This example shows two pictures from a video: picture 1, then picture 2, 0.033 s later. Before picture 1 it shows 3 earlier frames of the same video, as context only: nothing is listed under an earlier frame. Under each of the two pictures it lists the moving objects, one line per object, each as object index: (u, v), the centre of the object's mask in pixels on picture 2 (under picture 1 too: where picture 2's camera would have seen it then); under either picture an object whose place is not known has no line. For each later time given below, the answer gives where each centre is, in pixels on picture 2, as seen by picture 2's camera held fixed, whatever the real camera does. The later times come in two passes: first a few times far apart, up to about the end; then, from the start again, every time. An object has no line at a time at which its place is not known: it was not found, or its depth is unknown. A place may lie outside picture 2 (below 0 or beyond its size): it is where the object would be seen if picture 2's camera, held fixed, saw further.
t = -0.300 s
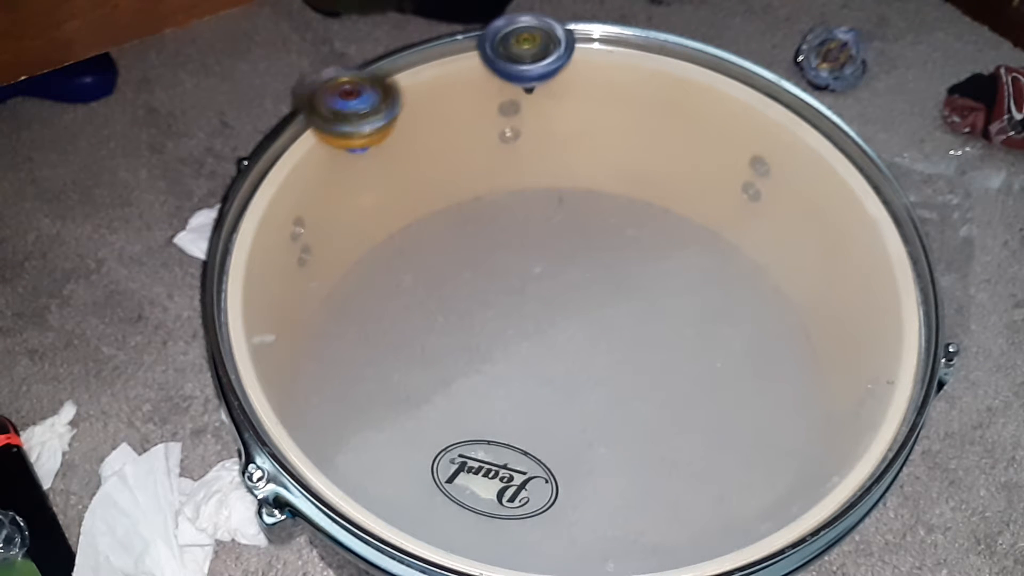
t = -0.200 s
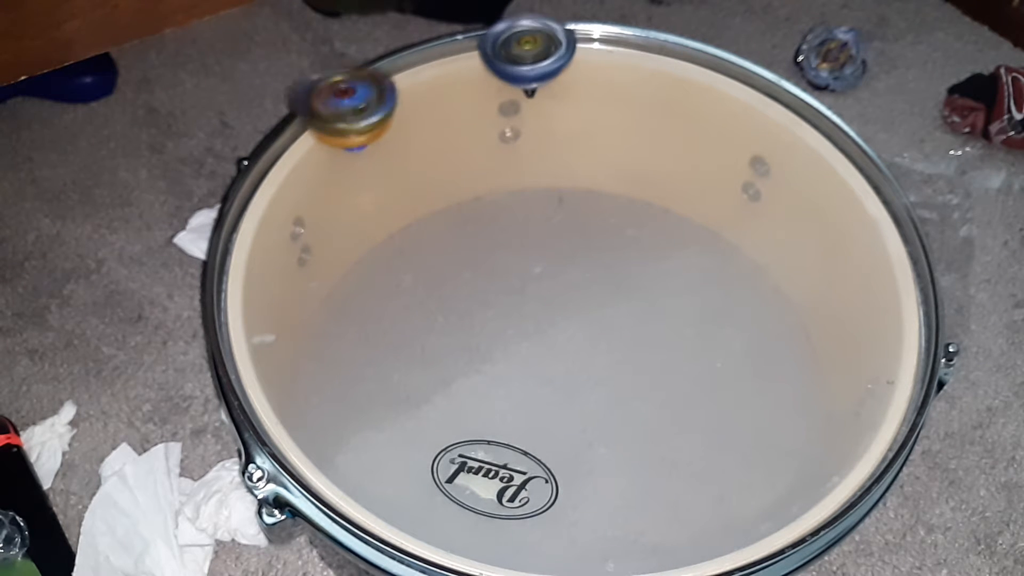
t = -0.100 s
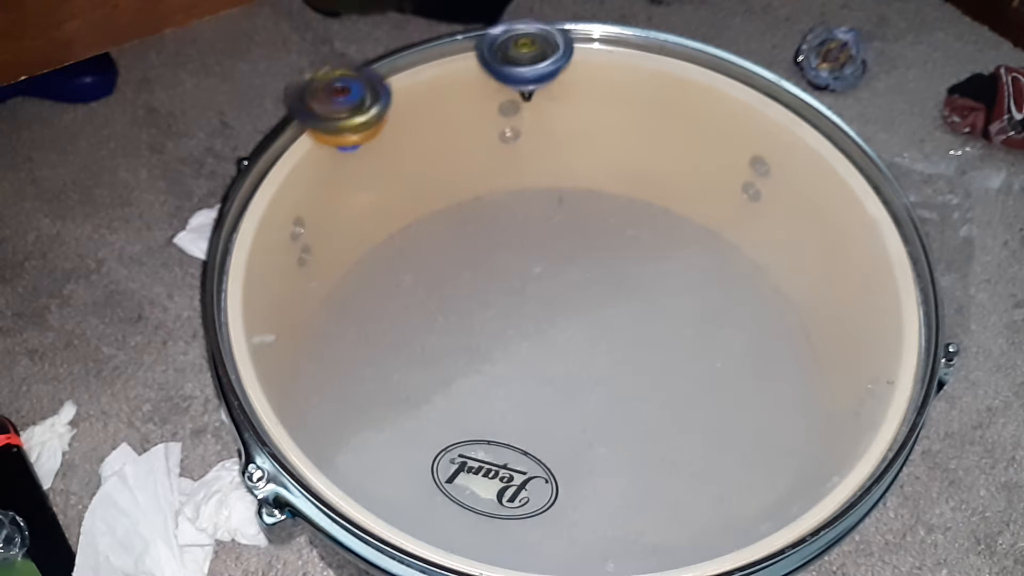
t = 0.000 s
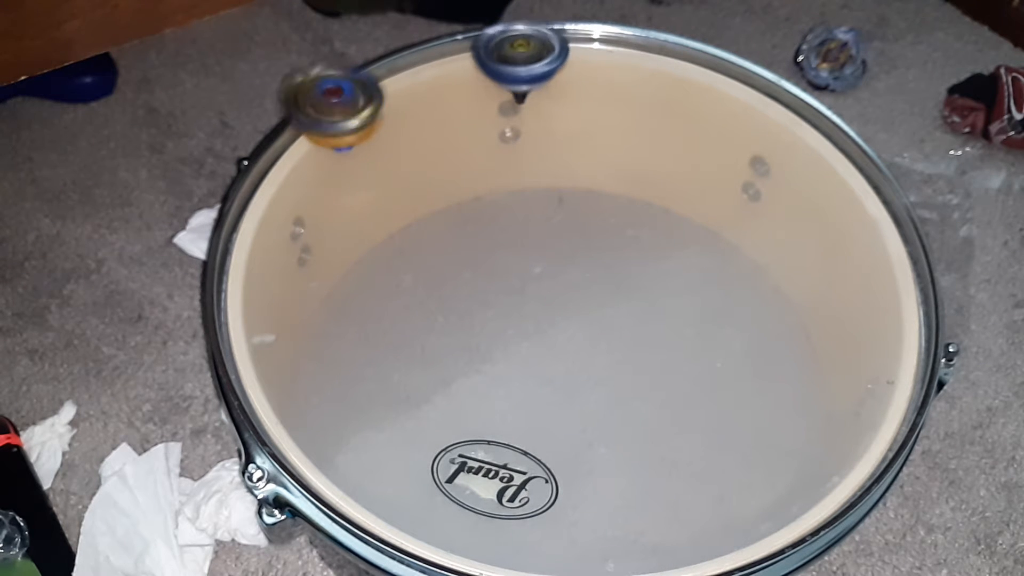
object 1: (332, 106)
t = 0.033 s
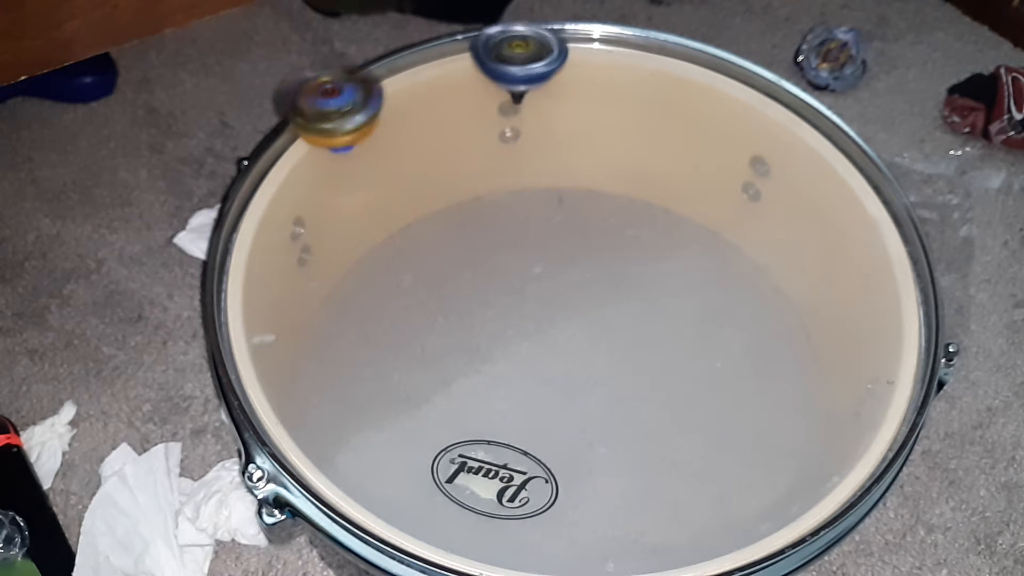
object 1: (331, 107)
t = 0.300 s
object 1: (310, 113)
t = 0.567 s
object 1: (292, 128)
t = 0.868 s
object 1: (270, 130)
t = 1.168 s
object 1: (262, 137)
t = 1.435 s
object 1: (258, 150)
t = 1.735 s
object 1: (250, 168)
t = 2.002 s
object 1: (246, 191)
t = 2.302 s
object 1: (249, 220)
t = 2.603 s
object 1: (239, 250)
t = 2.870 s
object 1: (223, 280)
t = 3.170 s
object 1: (270, 283)
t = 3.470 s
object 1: (288, 285)
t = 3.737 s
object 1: (263, 290)
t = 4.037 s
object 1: (249, 304)
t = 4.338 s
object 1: (249, 304)
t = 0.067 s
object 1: (328, 107)
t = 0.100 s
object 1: (325, 108)
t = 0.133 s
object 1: (325, 109)
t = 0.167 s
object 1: (320, 109)
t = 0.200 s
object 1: (321, 111)
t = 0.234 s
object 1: (315, 110)
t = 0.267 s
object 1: (314, 114)
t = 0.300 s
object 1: (310, 113)
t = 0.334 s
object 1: (308, 116)
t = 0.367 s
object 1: (305, 117)
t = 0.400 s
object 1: (303, 120)
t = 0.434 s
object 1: (302, 122)
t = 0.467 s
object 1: (299, 124)
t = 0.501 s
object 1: (299, 124)
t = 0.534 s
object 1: (295, 125)
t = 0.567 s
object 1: (292, 128)
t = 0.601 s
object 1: (289, 129)
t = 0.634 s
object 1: (289, 132)
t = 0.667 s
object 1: (288, 131)
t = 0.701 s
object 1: (284, 130)
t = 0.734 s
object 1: (281, 130)
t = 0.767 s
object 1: (277, 130)
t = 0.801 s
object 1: (276, 129)
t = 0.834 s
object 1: (271, 130)
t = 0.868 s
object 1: (270, 130)
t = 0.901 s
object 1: (266, 130)
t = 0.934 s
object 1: (266, 131)
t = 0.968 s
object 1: (262, 131)
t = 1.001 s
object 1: (263, 132)
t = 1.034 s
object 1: (263, 132)
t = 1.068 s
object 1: (263, 134)
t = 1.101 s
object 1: (262, 136)
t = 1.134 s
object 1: (263, 136)
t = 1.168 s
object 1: (262, 137)
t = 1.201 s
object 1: (261, 138)
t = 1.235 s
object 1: (259, 140)
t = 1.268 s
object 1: (260, 140)
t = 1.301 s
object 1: (260, 142)
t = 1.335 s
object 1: (260, 145)
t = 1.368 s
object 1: (257, 145)
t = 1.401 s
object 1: (258, 148)
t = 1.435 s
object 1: (258, 150)
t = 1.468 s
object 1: (258, 152)
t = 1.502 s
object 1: (255, 153)
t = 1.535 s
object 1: (257, 155)
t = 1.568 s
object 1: (256, 156)
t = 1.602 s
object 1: (256, 158)
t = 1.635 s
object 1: (252, 160)
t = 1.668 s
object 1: (252, 163)
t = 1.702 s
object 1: (250, 164)
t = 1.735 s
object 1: (250, 168)
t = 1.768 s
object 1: (246, 170)
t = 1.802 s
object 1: (246, 172)
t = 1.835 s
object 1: (245, 175)
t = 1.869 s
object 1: (248, 179)
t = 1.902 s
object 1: (244, 182)
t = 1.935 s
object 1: (247, 185)
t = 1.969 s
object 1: (245, 188)
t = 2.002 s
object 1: (246, 191)
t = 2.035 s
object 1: (245, 194)
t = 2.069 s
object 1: (247, 196)
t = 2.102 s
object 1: (246, 200)
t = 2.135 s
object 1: (249, 202)
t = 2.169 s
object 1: (248, 207)
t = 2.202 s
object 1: (248, 208)
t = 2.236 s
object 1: (249, 213)
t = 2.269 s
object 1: (248, 214)
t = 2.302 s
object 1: (249, 220)
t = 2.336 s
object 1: (247, 222)
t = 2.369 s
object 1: (246, 226)
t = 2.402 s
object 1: (245, 228)
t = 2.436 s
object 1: (245, 232)
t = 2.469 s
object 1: (244, 235)
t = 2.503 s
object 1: (243, 237)
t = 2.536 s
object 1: (242, 243)
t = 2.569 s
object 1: (241, 245)
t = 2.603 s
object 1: (239, 250)
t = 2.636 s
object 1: (237, 252)
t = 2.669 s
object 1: (238, 258)
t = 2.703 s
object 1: (234, 258)
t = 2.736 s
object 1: (234, 265)
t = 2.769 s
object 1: (227, 267)
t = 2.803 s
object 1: (227, 272)
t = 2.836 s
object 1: (222, 274)
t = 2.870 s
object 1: (223, 280)
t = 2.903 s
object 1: (217, 283)
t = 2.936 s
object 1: (217, 286)
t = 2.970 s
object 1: (215, 289)
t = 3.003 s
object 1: (216, 290)
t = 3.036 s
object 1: (223, 293)
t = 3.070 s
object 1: (228, 292)
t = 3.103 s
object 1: (241, 289)
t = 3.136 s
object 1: (256, 290)
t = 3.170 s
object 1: (270, 283)
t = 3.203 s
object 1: (272, 281)
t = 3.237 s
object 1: (273, 278)
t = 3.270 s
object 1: (274, 276)
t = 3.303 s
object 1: (275, 275)
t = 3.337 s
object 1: (279, 273)
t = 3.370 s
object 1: (284, 275)
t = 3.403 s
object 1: (285, 279)
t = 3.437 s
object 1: (288, 281)
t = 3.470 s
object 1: (288, 285)
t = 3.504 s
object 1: (283, 287)
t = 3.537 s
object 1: (279, 287)
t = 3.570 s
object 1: (279, 285)
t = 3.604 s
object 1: (276, 284)
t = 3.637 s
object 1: (271, 286)
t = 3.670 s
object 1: (268, 287)
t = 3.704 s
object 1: (265, 288)
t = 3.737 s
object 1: (263, 290)
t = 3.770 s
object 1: (261, 292)
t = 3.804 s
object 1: (258, 297)
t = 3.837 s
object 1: (252, 303)
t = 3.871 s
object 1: (247, 305)
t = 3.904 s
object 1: (248, 305)
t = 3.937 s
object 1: (250, 303)
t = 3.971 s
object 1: (251, 303)
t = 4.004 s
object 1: (250, 303)
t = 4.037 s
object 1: (249, 304)
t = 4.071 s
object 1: (249, 304)
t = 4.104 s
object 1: (249, 304)
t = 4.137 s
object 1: (249, 304)
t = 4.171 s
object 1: (249, 304)
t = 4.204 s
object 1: (249, 304)
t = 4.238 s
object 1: (249, 304)
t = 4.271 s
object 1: (249, 304)
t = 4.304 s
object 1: (249, 304)
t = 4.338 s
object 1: (249, 304)
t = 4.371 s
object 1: (249, 305)
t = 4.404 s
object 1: (249, 304)
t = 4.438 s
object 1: (248, 305)
